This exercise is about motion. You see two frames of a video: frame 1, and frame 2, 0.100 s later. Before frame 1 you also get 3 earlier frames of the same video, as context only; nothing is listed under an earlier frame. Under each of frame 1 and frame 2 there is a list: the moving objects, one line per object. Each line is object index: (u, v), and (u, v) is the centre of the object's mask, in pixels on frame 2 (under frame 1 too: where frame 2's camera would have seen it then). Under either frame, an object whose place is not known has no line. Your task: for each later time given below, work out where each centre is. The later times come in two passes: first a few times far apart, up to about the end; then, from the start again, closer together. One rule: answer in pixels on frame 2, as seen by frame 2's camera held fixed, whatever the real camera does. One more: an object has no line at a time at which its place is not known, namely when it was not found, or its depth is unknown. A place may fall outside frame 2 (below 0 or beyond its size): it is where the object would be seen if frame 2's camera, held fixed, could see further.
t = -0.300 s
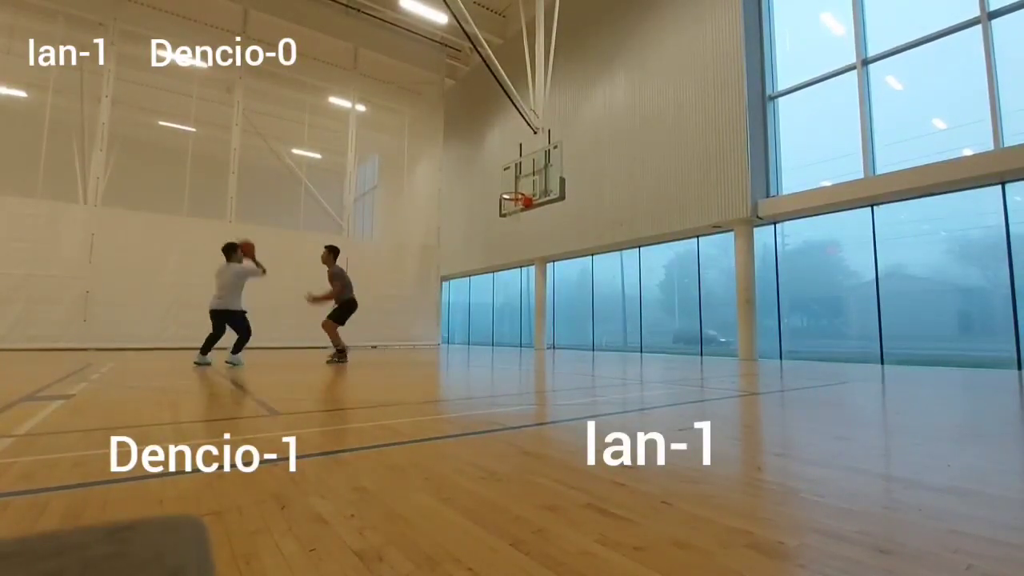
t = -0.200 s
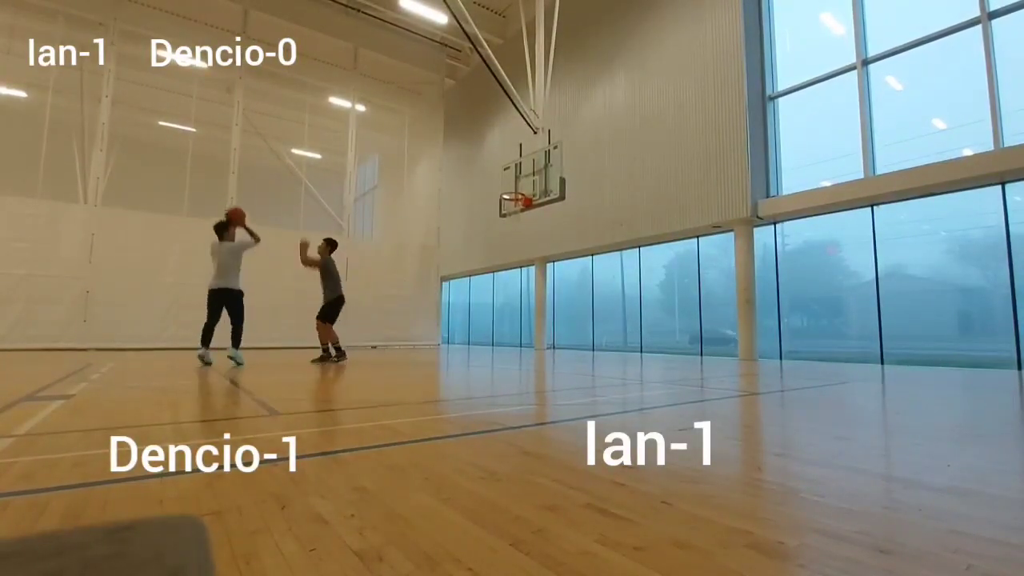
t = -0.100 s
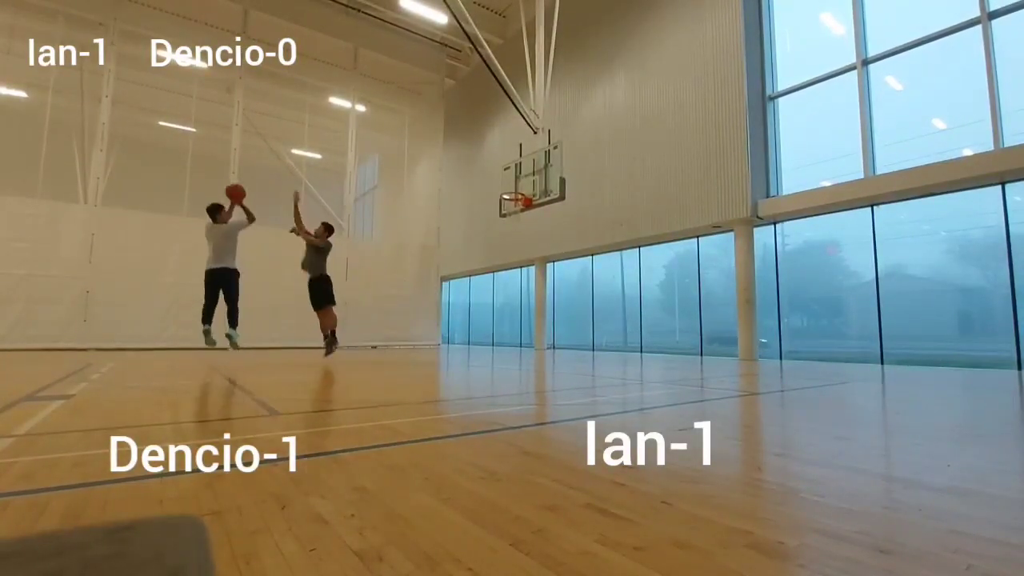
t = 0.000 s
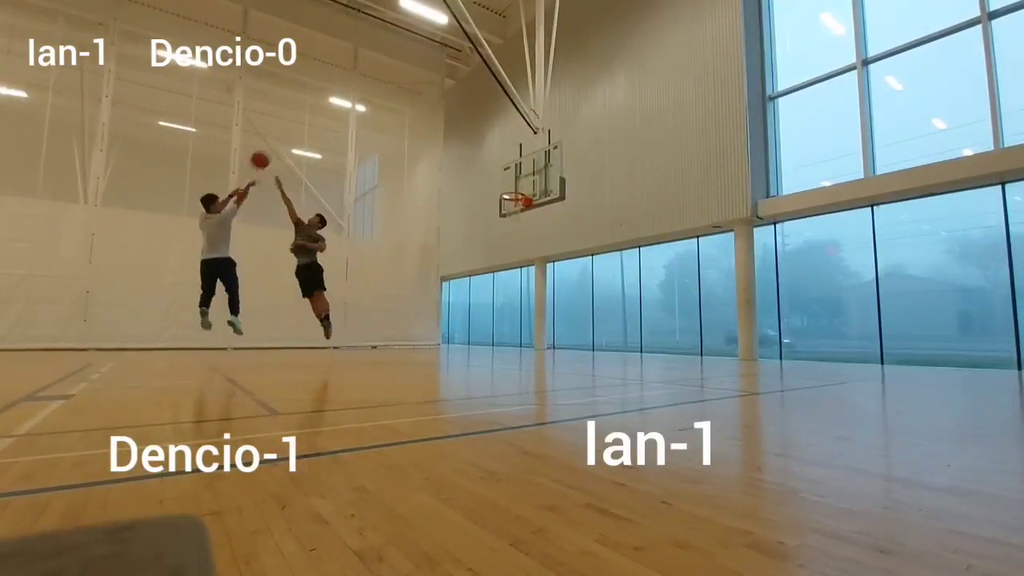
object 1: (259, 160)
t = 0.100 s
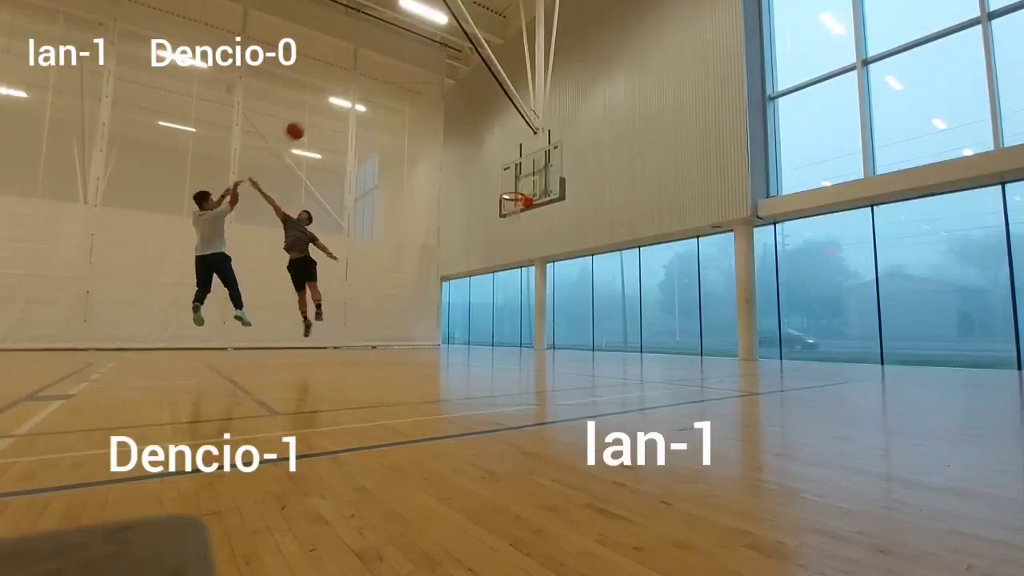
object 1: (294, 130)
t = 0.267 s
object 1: (344, 103)
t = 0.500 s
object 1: (402, 95)
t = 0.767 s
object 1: (455, 122)
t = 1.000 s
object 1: (494, 169)
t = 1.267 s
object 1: (523, 204)
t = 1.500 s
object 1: (521, 216)
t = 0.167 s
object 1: (315, 117)
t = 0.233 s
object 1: (334, 107)
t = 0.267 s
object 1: (344, 103)
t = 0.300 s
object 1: (353, 98)
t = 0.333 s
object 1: (362, 97)
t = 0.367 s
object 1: (370, 95)
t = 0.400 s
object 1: (378, 94)
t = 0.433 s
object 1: (386, 94)
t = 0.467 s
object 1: (394, 94)
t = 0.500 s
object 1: (402, 95)
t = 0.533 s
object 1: (409, 96)
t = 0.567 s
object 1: (416, 98)
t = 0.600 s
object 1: (423, 101)
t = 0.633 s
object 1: (429, 104)
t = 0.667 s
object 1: (436, 108)
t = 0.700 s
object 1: (443, 112)
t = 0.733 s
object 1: (449, 116)
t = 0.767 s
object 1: (455, 122)
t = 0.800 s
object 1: (461, 127)
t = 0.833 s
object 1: (467, 133)
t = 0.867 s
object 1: (473, 140)
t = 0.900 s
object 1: (479, 146)
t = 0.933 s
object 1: (484, 153)
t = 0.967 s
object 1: (489, 161)
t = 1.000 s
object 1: (494, 169)
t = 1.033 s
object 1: (500, 177)
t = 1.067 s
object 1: (505, 186)
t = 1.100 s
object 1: (510, 195)
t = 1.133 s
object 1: (514, 198)
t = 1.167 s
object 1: (519, 204)
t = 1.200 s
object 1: (521, 204)
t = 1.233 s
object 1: (523, 204)
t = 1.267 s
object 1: (523, 204)
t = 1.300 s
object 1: (524, 204)
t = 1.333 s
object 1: (524, 204)
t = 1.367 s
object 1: (524, 204)
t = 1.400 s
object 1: (524, 205)
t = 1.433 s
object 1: (524, 207)
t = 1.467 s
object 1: (521, 214)
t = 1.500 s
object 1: (521, 216)
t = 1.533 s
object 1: (520, 222)
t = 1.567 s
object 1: (520, 226)
